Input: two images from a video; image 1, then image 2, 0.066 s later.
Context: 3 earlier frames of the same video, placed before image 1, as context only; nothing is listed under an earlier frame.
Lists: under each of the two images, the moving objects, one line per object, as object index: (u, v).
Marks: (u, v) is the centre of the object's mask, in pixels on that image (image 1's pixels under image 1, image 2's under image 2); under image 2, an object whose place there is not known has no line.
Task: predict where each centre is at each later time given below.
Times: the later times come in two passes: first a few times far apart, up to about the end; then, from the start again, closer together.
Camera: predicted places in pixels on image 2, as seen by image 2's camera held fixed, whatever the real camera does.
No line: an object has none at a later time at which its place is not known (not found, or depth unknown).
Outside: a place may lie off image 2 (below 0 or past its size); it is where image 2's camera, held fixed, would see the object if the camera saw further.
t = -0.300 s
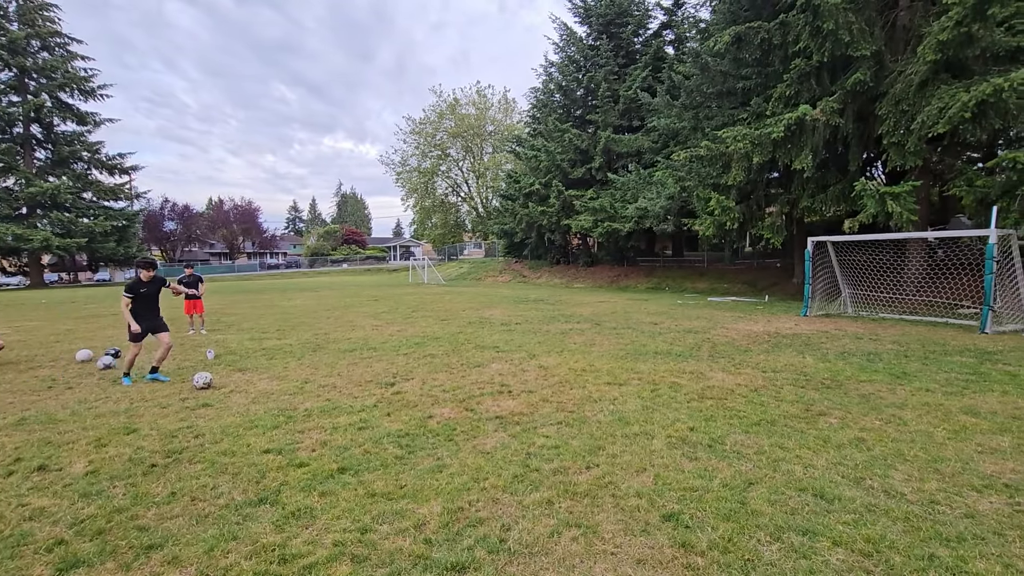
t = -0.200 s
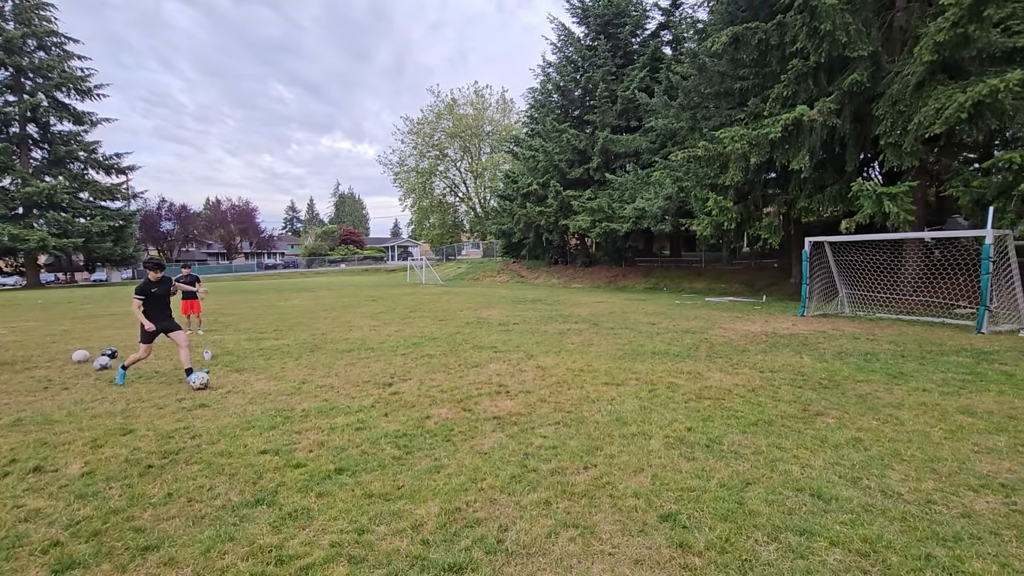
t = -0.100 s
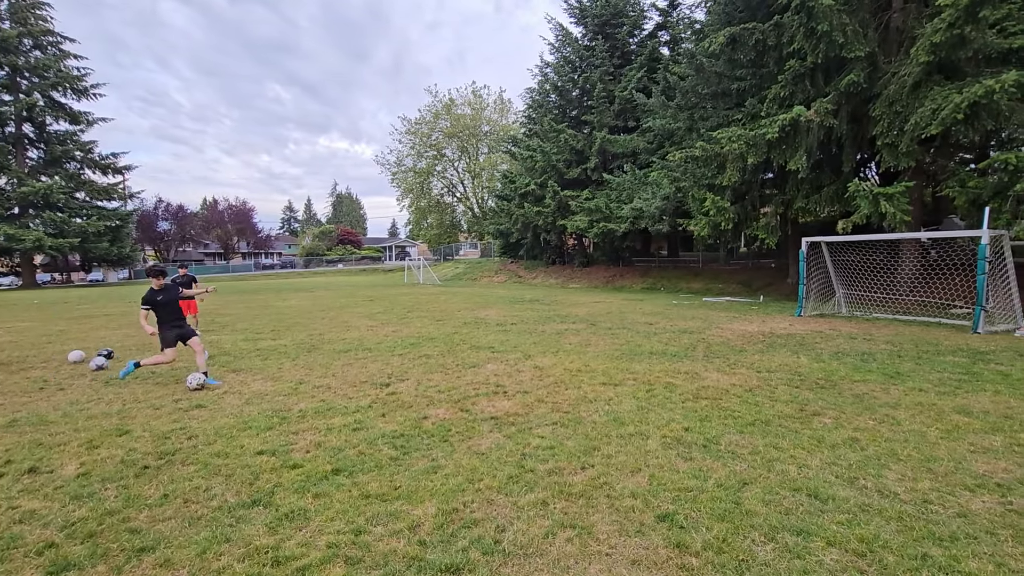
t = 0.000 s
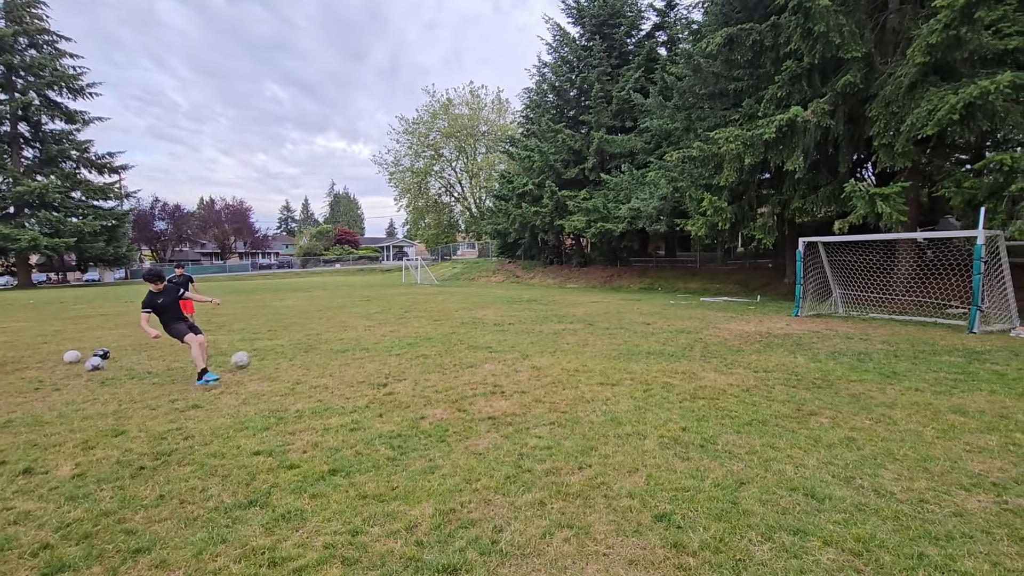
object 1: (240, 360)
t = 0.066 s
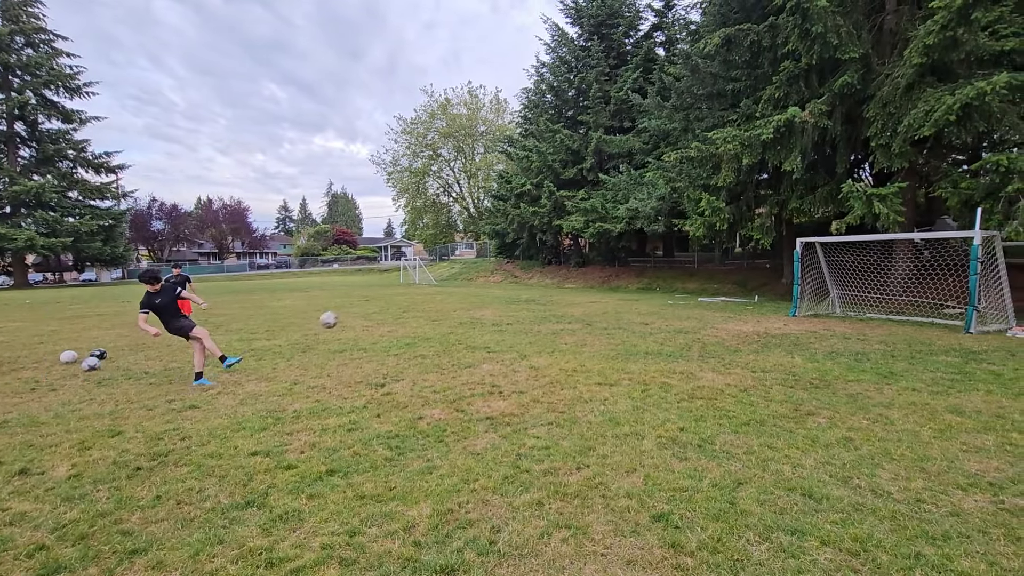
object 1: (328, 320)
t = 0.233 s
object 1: (511, 246)
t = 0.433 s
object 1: (669, 195)
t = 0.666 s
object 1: (795, 171)
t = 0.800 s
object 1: (848, 169)
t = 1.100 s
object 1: (930, 188)
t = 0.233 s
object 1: (511, 246)
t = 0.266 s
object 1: (542, 235)
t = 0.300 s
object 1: (570, 225)
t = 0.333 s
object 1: (597, 216)
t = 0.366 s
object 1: (622, 208)
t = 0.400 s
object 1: (646, 200)
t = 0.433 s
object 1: (669, 195)
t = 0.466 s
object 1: (690, 189)
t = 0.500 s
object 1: (710, 185)
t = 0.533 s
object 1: (729, 181)
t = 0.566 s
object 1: (747, 177)
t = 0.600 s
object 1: (764, 174)
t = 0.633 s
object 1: (780, 173)
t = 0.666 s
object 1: (795, 171)
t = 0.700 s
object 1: (809, 170)
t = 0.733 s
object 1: (823, 169)
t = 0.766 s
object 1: (835, 169)
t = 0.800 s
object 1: (848, 169)
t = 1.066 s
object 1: (923, 185)
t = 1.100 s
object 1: (930, 188)
